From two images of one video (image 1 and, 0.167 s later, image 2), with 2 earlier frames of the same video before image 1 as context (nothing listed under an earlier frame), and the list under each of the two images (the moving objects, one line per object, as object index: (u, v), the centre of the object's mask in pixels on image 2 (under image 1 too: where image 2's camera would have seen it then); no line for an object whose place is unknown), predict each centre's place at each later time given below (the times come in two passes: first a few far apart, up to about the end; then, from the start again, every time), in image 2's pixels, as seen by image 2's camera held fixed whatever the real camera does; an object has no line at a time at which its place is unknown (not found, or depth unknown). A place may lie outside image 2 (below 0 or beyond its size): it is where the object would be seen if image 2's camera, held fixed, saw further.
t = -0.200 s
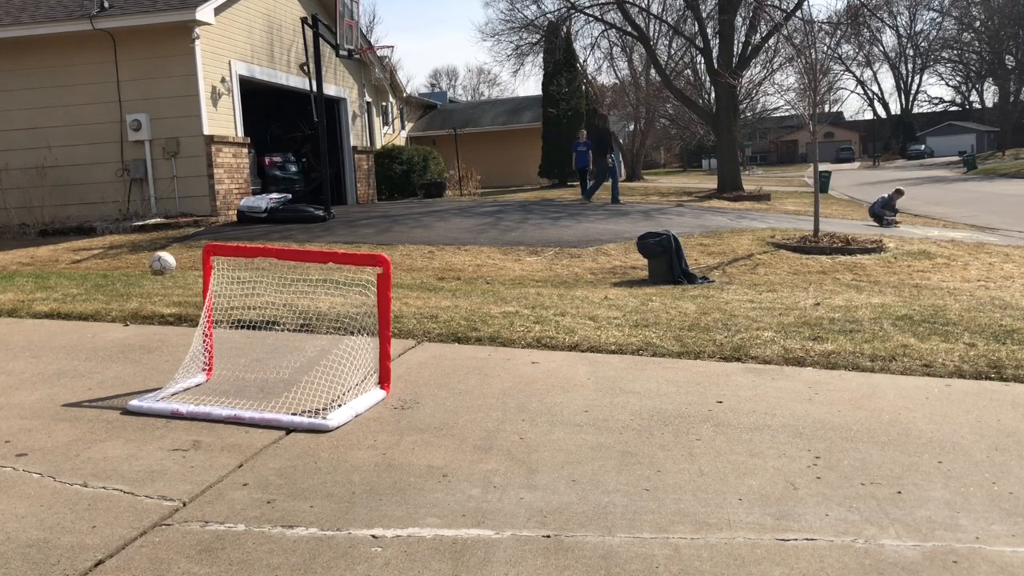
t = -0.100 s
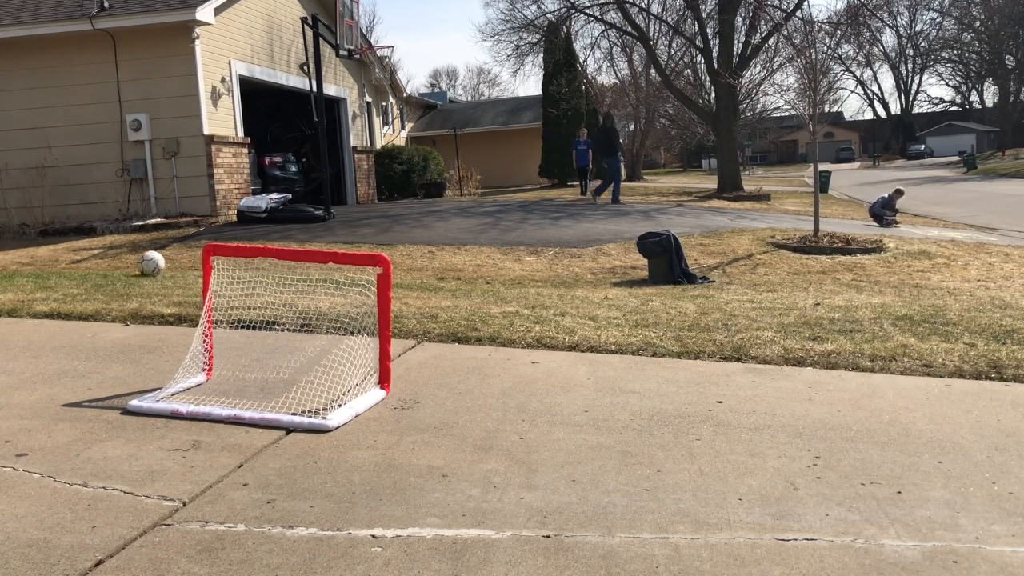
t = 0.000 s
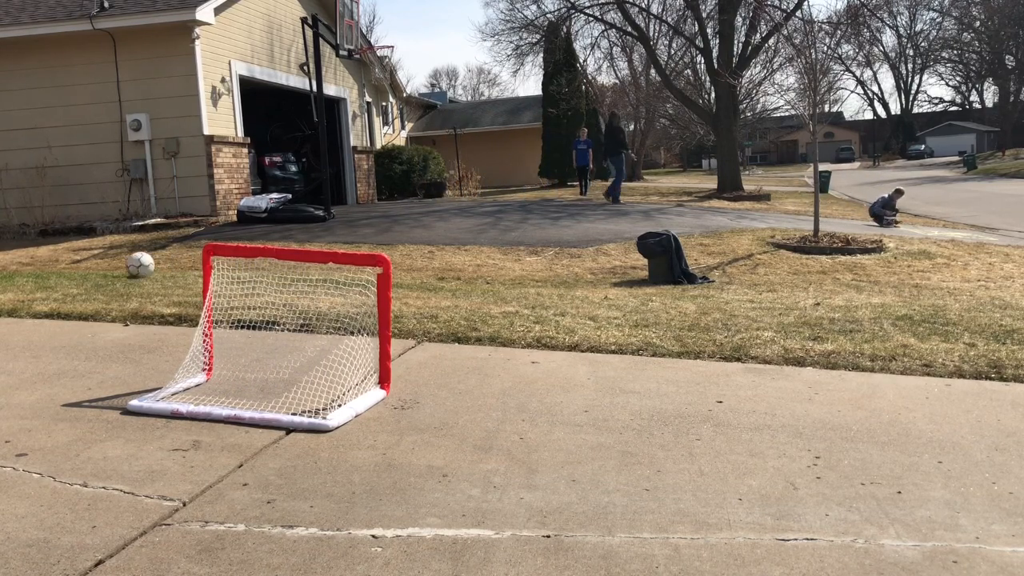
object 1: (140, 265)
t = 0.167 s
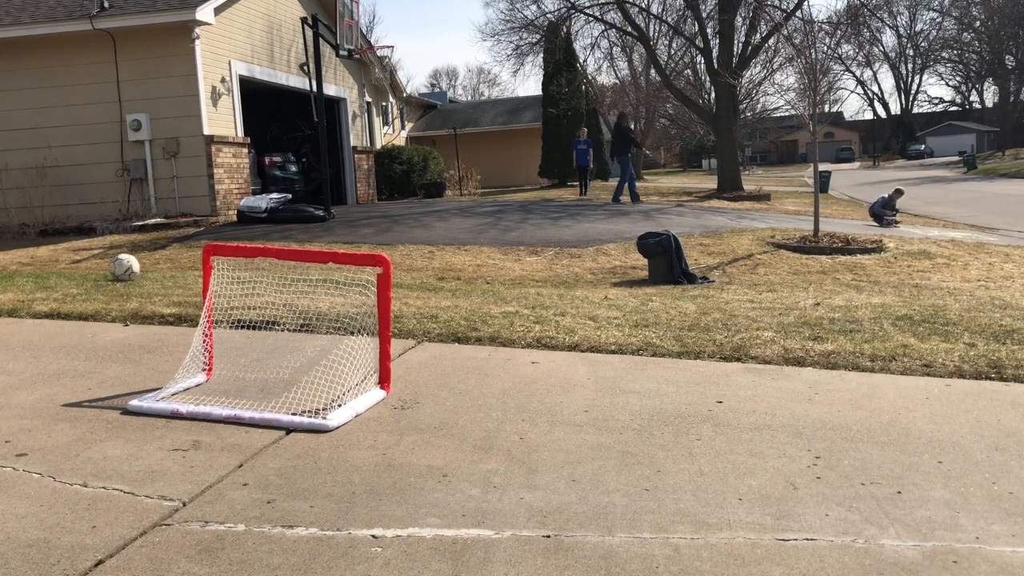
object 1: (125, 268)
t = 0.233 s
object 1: (119, 268)
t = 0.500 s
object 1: (106, 273)
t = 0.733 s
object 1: (102, 277)
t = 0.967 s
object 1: (104, 279)
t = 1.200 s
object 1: (109, 283)
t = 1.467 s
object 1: (120, 288)
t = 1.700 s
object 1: (132, 293)
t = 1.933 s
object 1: (141, 301)
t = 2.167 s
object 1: (145, 310)
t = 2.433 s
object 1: (153, 317)
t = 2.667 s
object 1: (167, 325)
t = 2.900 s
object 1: (179, 331)
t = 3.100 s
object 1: (198, 331)
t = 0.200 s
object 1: (122, 267)
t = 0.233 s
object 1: (119, 268)
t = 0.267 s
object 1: (117, 270)
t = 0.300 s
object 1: (115, 270)
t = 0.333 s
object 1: (114, 269)
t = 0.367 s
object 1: (112, 269)
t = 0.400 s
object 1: (110, 270)
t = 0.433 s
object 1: (109, 272)
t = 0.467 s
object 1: (107, 273)
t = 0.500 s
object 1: (106, 273)
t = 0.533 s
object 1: (105, 273)
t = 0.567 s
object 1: (104, 274)
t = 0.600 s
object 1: (104, 275)
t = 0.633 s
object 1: (103, 275)
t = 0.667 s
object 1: (103, 275)
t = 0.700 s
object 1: (103, 276)
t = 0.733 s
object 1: (102, 277)
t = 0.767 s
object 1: (103, 278)
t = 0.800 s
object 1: (103, 278)
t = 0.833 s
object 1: (103, 278)
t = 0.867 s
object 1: (103, 278)
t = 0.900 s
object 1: (103, 279)
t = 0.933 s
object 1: (103, 278)
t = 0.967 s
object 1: (104, 279)
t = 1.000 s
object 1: (104, 279)
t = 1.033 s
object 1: (105, 280)
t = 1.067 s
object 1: (105, 280)
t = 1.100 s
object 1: (106, 280)
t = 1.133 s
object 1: (107, 282)
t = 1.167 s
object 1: (108, 283)
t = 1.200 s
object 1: (109, 283)
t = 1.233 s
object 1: (110, 283)
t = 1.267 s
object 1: (112, 284)
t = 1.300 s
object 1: (113, 285)
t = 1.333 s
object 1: (114, 285)
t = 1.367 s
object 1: (116, 286)
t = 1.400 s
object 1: (117, 286)
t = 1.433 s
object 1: (118, 287)
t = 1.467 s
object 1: (120, 288)
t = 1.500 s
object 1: (121, 289)
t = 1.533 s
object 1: (123, 289)
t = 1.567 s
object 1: (124, 289)
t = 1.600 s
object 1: (126, 289)
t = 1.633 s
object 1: (128, 291)
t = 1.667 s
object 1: (129, 292)
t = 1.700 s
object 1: (132, 293)
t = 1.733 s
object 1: (134, 293)
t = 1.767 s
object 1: (135, 294)
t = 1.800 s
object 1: (136, 295)
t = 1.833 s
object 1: (138, 296)
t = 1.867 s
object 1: (139, 297)
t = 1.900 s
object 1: (140, 298)
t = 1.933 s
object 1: (141, 301)
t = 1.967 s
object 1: (141, 304)
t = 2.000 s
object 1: (142, 306)
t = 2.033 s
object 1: (142, 306)
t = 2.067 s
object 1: (143, 307)
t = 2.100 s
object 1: (144, 308)
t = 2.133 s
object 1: (144, 309)
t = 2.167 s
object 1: (145, 310)
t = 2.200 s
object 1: (146, 310)
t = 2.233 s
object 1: (146, 311)
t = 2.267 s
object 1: (147, 312)
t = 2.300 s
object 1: (148, 313)
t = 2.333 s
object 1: (149, 315)
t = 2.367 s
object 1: (150, 315)
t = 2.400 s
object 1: (152, 317)
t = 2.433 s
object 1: (153, 317)
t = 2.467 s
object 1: (155, 319)
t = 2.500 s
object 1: (157, 320)
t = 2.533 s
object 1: (158, 320)
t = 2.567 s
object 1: (161, 321)
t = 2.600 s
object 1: (163, 323)
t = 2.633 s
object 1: (165, 324)
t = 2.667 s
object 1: (167, 325)
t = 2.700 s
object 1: (169, 326)
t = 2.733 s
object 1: (172, 327)
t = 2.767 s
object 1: (173, 328)
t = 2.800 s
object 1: (175, 329)
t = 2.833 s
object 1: (177, 330)
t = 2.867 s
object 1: (178, 330)
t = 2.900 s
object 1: (179, 331)
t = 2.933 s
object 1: (181, 332)
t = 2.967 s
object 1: (182, 333)
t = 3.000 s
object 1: (183, 333)
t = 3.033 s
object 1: (191, 334)
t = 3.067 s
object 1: (195, 334)
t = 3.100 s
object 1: (198, 331)
